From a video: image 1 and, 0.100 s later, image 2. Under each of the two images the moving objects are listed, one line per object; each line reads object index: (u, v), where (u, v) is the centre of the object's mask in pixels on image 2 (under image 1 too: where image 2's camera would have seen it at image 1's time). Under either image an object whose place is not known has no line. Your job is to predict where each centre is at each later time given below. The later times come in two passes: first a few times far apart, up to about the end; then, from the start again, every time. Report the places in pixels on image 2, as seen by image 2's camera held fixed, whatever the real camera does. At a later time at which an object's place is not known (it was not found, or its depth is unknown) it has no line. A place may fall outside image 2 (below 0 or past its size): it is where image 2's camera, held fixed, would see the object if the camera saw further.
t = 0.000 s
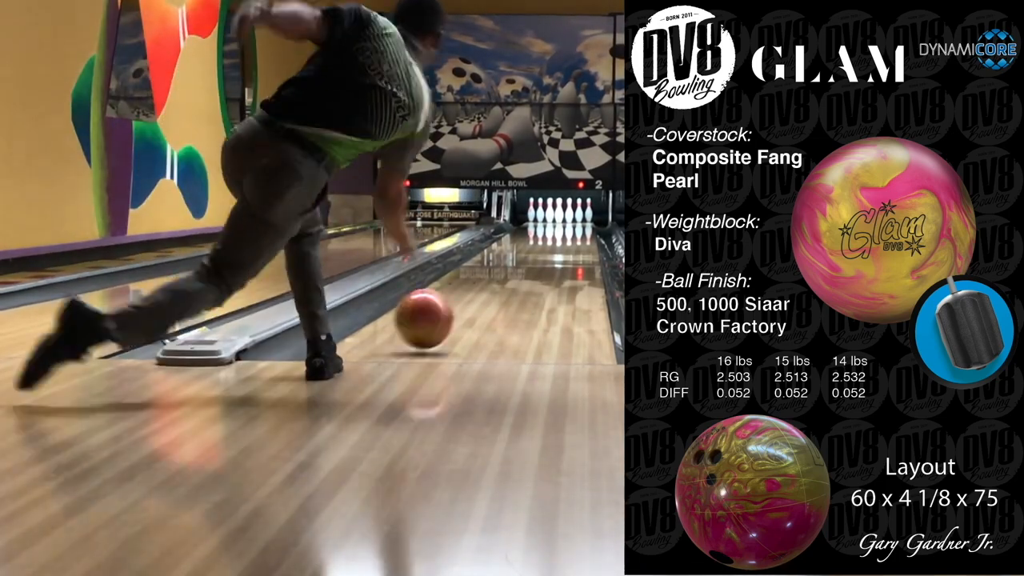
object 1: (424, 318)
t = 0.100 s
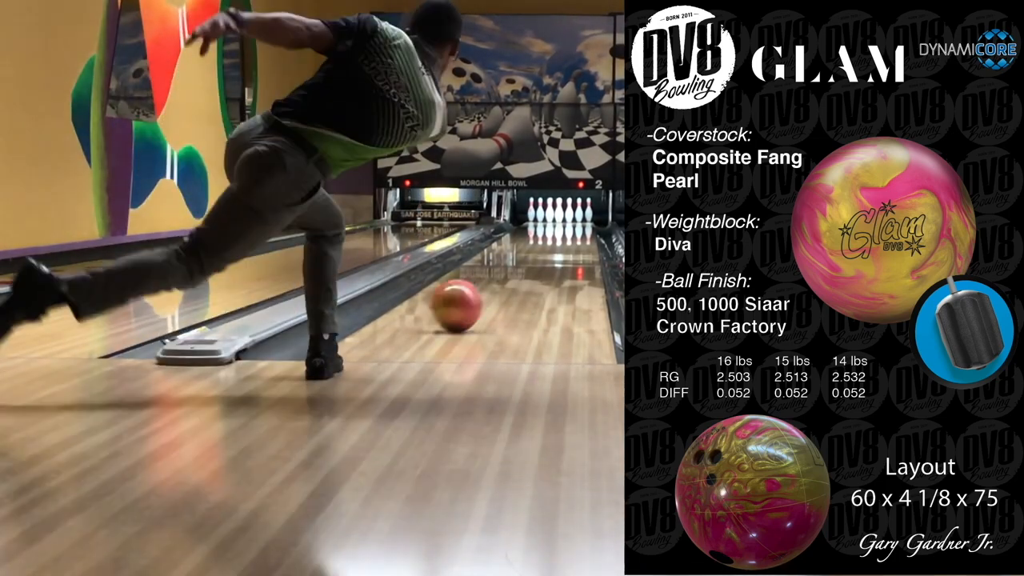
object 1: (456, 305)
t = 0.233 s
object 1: (488, 288)
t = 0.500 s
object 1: (528, 265)
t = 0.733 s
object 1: (551, 252)
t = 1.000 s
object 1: (568, 241)
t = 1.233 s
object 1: (578, 233)
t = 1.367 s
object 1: (582, 230)
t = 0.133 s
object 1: (465, 300)
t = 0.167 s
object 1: (474, 296)
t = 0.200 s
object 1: (481, 292)
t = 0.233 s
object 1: (488, 288)
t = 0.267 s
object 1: (494, 284)
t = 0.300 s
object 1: (500, 281)
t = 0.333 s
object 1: (506, 278)
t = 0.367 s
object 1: (511, 275)
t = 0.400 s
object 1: (516, 273)
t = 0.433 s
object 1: (520, 270)
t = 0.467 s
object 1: (525, 267)
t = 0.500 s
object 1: (528, 265)
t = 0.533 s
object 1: (534, 265)
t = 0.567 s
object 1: (540, 259)
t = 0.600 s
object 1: (540, 258)
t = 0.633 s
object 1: (542, 257)
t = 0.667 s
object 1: (546, 256)
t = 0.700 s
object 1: (548, 253)
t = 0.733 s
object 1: (551, 252)
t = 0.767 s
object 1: (553, 251)
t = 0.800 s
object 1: (555, 250)
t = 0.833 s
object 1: (558, 248)
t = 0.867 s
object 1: (560, 247)
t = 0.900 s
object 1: (563, 245)
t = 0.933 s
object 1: (564, 243)
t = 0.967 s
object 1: (566, 242)
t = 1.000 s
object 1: (568, 241)
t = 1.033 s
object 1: (570, 240)
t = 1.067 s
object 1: (571, 239)
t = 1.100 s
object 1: (573, 237)
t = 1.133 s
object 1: (573, 236)
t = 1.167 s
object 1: (575, 235)
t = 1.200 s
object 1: (577, 234)
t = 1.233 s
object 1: (578, 233)
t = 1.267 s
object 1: (579, 232)
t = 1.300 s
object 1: (580, 231)
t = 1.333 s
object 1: (581, 230)
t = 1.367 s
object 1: (582, 230)
